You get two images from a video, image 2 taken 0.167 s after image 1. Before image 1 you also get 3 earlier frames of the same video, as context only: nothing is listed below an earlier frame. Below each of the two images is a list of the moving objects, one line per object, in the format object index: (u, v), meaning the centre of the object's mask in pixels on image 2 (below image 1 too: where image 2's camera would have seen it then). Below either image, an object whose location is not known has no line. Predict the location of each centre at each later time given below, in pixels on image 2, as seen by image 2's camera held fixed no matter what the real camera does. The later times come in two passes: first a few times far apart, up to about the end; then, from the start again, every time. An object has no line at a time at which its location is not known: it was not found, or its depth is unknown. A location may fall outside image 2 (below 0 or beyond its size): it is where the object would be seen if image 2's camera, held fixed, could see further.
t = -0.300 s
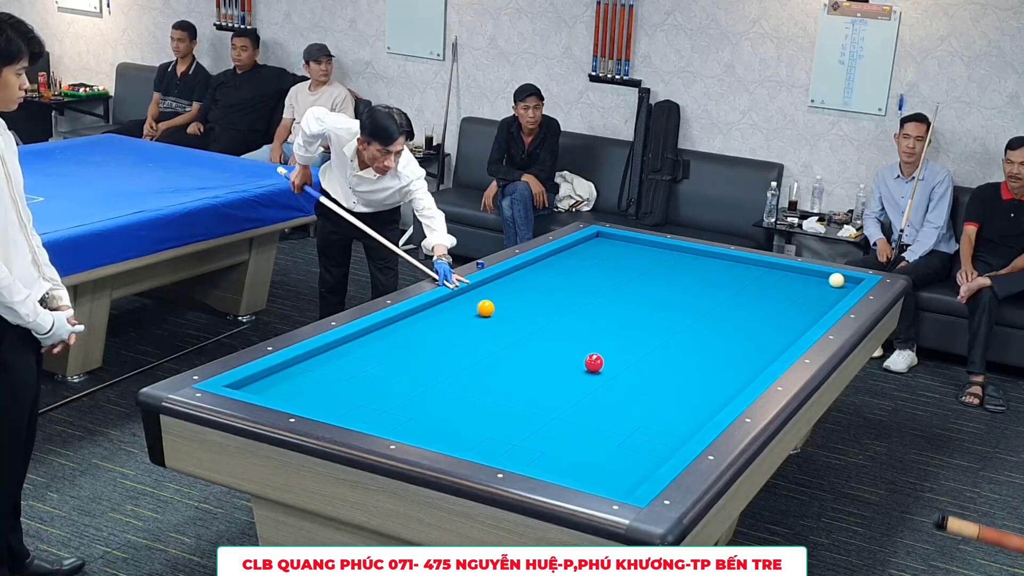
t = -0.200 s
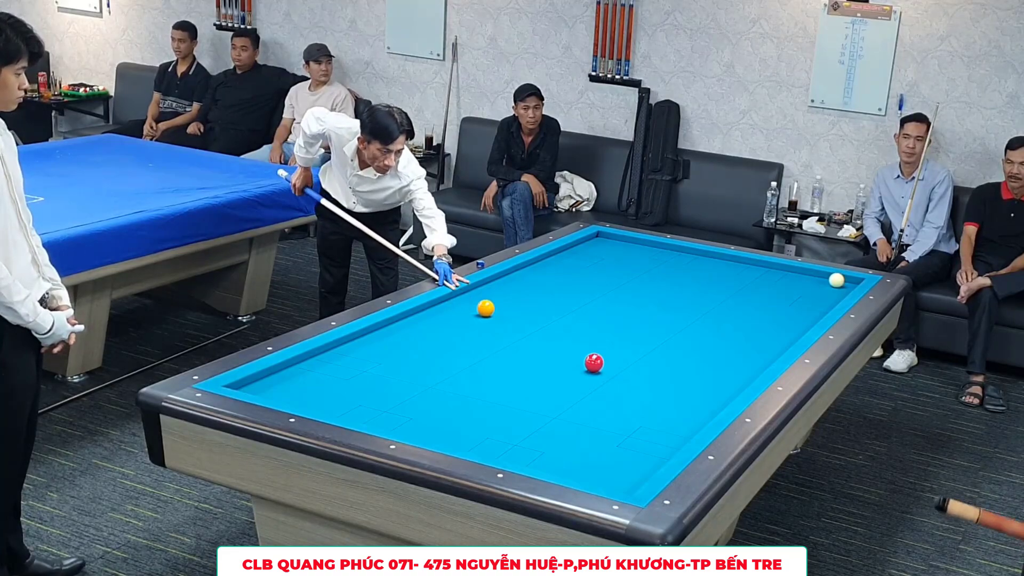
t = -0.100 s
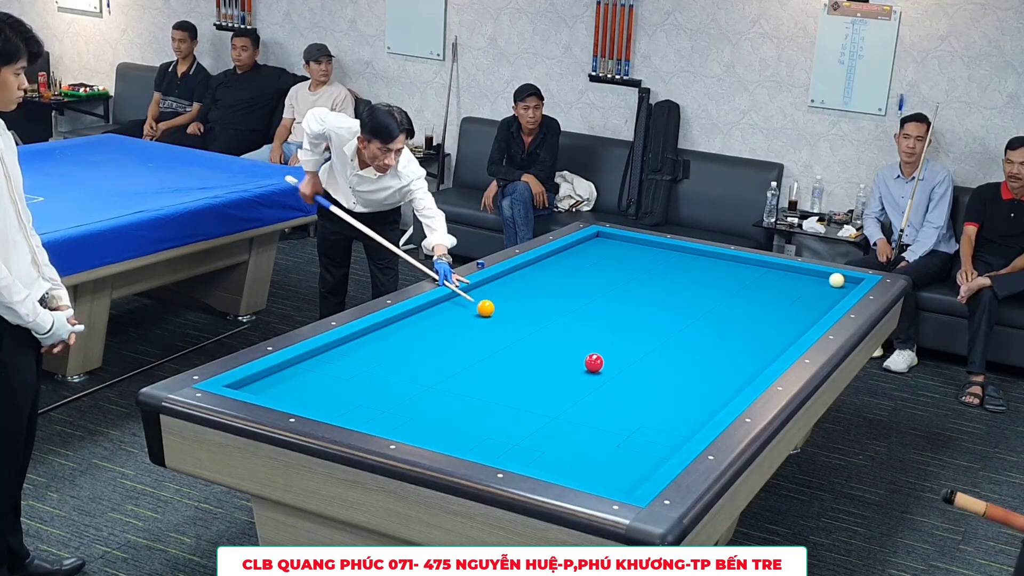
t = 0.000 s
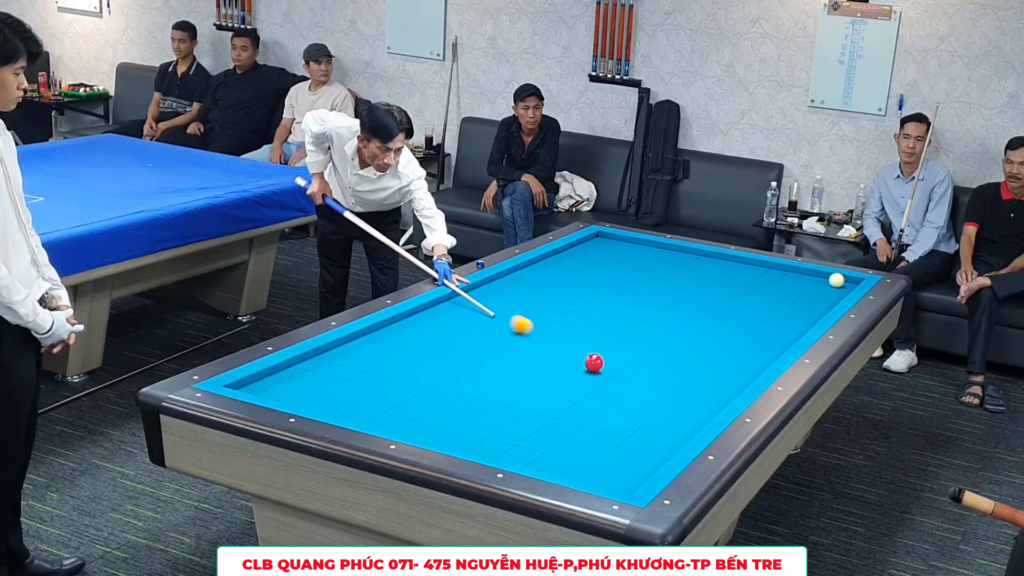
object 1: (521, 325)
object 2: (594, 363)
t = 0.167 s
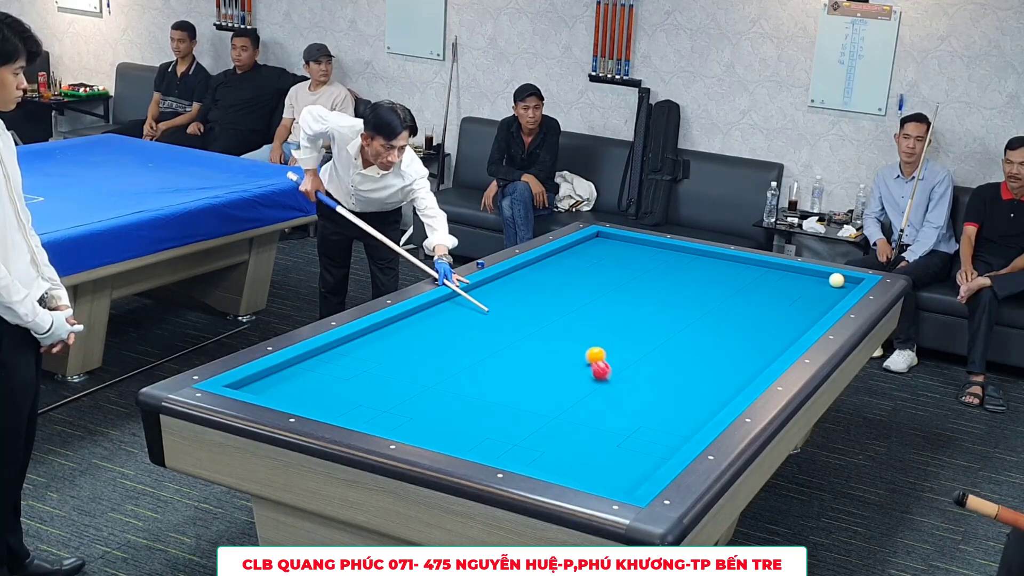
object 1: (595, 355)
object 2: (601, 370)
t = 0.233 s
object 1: (611, 355)
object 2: (616, 387)
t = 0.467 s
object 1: (650, 351)
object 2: (671, 447)
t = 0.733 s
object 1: (687, 345)
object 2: (560, 460)
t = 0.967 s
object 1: (716, 340)
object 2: (507, 443)
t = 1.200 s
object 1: (746, 336)
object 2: (477, 415)
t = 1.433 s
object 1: (773, 331)
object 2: (449, 390)
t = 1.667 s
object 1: (799, 327)
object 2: (423, 368)
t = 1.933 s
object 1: (808, 318)
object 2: (396, 345)
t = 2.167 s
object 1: (808, 308)
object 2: (383, 328)
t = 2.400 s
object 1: (809, 299)
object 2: (429, 325)
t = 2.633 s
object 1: (810, 291)
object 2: (470, 322)
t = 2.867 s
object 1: (811, 283)
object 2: (509, 319)
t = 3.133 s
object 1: (811, 275)
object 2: (551, 316)
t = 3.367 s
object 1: (801, 272)
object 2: (586, 313)
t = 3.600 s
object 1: (783, 273)
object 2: (620, 310)
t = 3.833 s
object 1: (765, 273)
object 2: (652, 308)
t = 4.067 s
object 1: (748, 274)
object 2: (682, 306)
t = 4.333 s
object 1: (729, 274)
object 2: (715, 303)
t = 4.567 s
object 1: (713, 275)
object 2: (743, 301)
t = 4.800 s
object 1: (696, 275)
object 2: (770, 299)
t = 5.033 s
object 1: (681, 276)
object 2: (796, 298)
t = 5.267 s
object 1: (665, 276)
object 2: (821, 296)
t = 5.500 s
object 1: (651, 277)
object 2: (842, 293)
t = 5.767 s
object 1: (634, 277)
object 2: (836, 288)
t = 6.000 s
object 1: (619, 278)
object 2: (830, 283)
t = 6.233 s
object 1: (606, 278)
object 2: (823, 281)
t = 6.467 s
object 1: (592, 278)
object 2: (816, 278)
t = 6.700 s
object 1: (579, 279)
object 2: (810, 276)
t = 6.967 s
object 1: (565, 279)
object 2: (803, 274)
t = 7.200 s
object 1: (553, 280)
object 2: (798, 273)
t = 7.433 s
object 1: (541, 280)
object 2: (793, 271)
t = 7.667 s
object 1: (529, 281)
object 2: (788, 270)
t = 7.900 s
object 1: (518, 281)
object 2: (784, 268)
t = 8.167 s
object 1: (506, 282)
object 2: (779, 267)
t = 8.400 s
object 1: (496, 282)
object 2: (776, 266)
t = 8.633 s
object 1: (488, 283)
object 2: (773, 265)
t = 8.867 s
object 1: (488, 284)
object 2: (770, 265)
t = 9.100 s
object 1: (488, 286)
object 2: (767, 265)
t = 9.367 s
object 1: (489, 288)
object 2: (765, 265)
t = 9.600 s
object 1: (489, 290)
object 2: (764, 265)
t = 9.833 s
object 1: (489, 291)
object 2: (764, 264)
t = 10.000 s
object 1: (489, 292)
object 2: (763, 264)
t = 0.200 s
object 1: (604, 356)
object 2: (608, 378)
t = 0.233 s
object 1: (611, 355)
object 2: (616, 387)
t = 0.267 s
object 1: (618, 355)
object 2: (624, 396)
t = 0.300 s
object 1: (625, 355)
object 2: (632, 404)
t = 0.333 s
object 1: (630, 354)
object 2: (640, 413)
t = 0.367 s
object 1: (636, 353)
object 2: (648, 422)
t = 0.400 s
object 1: (641, 353)
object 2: (656, 431)
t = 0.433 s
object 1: (645, 352)
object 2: (665, 440)
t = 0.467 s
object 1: (650, 351)
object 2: (671, 447)
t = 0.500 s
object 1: (655, 350)
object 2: (659, 450)
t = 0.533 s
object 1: (660, 350)
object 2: (643, 451)
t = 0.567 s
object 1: (664, 349)
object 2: (628, 452)
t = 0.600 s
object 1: (669, 348)
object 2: (613, 453)
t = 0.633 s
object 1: (673, 347)
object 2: (599, 454)
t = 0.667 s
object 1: (678, 347)
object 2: (586, 456)
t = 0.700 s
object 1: (682, 346)
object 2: (573, 458)
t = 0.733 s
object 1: (687, 345)
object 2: (560, 460)
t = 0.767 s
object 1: (691, 344)
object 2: (547, 461)
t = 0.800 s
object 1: (695, 344)
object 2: (535, 461)
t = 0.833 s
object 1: (700, 343)
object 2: (526, 460)
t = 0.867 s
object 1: (704, 343)
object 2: (521, 456)
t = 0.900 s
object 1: (708, 342)
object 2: (516, 452)
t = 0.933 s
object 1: (712, 341)
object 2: (512, 447)
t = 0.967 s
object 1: (716, 340)
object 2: (507, 443)
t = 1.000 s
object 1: (721, 340)
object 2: (503, 439)
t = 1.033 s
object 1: (725, 339)
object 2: (499, 434)
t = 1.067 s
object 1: (729, 338)
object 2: (494, 431)
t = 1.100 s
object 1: (733, 338)
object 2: (490, 427)
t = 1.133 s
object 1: (738, 337)
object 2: (485, 423)
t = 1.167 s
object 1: (742, 336)
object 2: (481, 419)
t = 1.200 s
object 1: (746, 336)
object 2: (477, 415)
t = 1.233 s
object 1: (750, 335)
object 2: (473, 412)
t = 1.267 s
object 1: (754, 334)
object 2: (469, 408)
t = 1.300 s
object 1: (758, 334)
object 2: (464, 404)
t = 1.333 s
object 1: (761, 333)
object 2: (460, 401)
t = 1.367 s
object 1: (765, 333)
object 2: (456, 397)
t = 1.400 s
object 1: (769, 332)
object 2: (452, 394)
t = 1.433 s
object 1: (773, 331)
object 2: (449, 390)
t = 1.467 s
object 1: (777, 331)
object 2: (445, 387)
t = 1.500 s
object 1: (781, 330)
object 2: (441, 384)
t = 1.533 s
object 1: (784, 330)
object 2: (437, 381)
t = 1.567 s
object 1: (788, 329)
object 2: (433, 378)
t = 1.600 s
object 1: (792, 329)
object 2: (430, 374)
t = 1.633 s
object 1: (795, 328)
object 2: (426, 371)
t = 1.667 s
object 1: (799, 327)
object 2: (423, 368)
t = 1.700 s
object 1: (802, 326)
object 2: (419, 365)
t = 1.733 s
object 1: (805, 325)
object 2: (416, 362)
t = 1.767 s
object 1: (807, 324)
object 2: (412, 359)
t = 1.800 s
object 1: (807, 323)
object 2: (409, 356)
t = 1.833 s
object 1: (807, 322)
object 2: (406, 353)
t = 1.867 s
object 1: (807, 320)
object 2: (402, 351)
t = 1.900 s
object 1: (807, 319)
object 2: (399, 348)
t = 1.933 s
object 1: (808, 318)
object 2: (396, 345)
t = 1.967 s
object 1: (808, 316)
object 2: (393, 342)
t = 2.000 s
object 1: (808, 315)
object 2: (390, 340)
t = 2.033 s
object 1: (808, 314)
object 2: (387, 337)
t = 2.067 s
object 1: (808, 312)
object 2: (384, 334)
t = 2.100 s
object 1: (808, 311)
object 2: (381, 332)
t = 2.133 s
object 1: (808, 309)
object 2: (378, 329)
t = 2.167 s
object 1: (808, 308)
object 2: (383, 328)
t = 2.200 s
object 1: (809, 307)
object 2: (390, 328)
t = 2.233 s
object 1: (809, 305)
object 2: (398, 328)
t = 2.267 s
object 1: (809, 304)
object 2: (404, 327)
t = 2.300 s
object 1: (809, 303)
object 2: (410, 327)
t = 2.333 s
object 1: (809, 302)
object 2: (417, 326)
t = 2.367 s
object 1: (809, 300)
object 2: (423, 326)
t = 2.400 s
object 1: (809, 299)
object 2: (429, 325)
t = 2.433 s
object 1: (809, 298)
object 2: (435, 325)
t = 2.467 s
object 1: (809, 297)
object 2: (441, 324)
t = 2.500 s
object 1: (810, 296)
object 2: (447, 324)
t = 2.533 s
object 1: (810, 295)
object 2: (453, 324)
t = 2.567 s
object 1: (810, 293)
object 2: (459, 323)
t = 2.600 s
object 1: (810, 292)
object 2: (464, 323)
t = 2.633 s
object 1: (810, 291)
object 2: (470, 322)
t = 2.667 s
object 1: (810, 290)
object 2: (476, 322)
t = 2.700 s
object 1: (810, 289)
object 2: (481, 321)
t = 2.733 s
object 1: (810, 288)
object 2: (487, 321)
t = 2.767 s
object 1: (810, 286)
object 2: (493, 320)
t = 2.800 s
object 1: (810, 285)
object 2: (498, 320)
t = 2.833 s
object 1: (811, 284)
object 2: (503, 319)
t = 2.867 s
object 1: (811, 283)
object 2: (509, 319)
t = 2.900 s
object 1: (811, 282)
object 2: (514, 319)
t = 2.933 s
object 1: (811, 281)
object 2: (520, 318)
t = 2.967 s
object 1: (811, 280)
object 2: (525, 318)
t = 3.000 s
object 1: (811, 279)
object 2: (531, 317)
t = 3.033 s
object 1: (811, 278)
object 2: (536, 317)
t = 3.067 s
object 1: (811, 277)
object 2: (541, 316)
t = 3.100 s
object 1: (811, 276)
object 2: (546, 316)
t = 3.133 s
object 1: (811, 275)
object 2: (551, 316)
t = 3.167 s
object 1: (811, 274)
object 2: (556, 315)
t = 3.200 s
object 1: (811, 273)
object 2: (561, 315)
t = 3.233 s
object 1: (811, 272)
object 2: (566, 314)
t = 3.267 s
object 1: (809, 272)
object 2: (572, 314)
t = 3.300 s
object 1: (806, 272)
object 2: (576, 314)
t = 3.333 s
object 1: (803, 272)
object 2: (581, 313)
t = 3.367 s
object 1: (801, 272)
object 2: (586, 313)
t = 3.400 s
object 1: (798, 273)
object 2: (591, 313)
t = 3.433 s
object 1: (795, 273)
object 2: (596, 312)
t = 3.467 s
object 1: (793, 273)
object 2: (601, 312)
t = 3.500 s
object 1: (790, 273)
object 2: (605, 311)
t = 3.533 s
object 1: (788, 273)
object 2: (610, 311)
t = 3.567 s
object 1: (785, 273)
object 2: (615, 311)
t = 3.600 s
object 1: (783, 273)
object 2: (620, 310)
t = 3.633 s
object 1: (780, 273)
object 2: (624, 310)
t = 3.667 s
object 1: (778, 273)
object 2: (629, 310)
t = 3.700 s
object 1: (775, 273)
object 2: (633, 310)
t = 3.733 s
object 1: (773, 273)
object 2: (638, 309)
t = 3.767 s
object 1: (770, 273)
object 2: (643, 308)
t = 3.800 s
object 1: (768, 273)
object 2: (647, 308)
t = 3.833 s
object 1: (765, 273)
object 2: (652, 308)
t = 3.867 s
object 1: (763, 273)
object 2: (656, 308)
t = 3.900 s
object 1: (760, 273)
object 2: (660, 307)
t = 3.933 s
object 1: (758, 274)
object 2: (665, 307)
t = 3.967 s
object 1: (755, 274)
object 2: (669, 307)
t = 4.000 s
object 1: (753, 274)
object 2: (673, 306)
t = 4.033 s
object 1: (751, 274)
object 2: (678, 306)
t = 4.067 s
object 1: (748, 274)
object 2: (682, 306)
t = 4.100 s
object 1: (746, 274)
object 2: (686, 305)
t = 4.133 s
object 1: (743, 274)
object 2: (691, 305)
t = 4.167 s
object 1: (741, 274)
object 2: (695, 305)
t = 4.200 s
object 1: (739, 274)
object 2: (699, 304)
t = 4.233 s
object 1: (736, 274)
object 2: (703, 304)
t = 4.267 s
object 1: (734, 274)
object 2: (707, 304)
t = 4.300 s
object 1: (732, 274)
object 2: (711, 303)
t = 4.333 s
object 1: (729, 274)
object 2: (715, 303)
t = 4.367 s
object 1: (727, 275)
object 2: (719, 303)
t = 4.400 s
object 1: (724, 275)
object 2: (723, 303)
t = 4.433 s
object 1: (722, 275)
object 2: (727, 302)
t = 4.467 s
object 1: (719, 275)
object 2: (731, 302)
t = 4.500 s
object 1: (717, 275)
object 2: (736, 302)
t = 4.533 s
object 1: (715, 275)
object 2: (739, 301)
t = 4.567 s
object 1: (713, 275)
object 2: (743, 301)
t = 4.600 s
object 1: (710, 275)
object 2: (747, 301)
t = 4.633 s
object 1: (708, 275)
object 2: (751, 301)
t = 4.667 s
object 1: (706, 275)
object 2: (755, 300)
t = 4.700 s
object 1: (704, 275)
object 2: (759, 300)
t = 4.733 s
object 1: (701, 275)
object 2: (763, 300)
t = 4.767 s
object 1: (699, 275)
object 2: (766, 299)
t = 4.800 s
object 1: (696, 275)
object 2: (770, 299)
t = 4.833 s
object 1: (694, 276)
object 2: (774, 299)
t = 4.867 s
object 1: (692, 276)
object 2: (777, 299)
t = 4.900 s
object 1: (690, 276)
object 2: (781, 299)
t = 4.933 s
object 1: (687, 276)
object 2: (785, 298)
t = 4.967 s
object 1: (685, 276)
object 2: (789, 298)
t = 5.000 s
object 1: (683, 276)
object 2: (792, 298)
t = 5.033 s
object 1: (681, 276)
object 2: (796, 298)
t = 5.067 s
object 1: (678, 276)
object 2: (799, 297)
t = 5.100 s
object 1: (676, 276)
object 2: (803, 297)
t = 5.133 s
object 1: (674, 276)
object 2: (807, 297)
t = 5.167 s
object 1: (672, 276)
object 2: (810, 296)
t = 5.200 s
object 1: (670, 276)
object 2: (814, 296)
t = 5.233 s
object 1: (668, 276)
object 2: (817, 296)
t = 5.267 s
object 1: (665, 276)
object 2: (821, 296)
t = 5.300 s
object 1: (663, 276)
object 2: (824, 295)
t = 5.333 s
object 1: (661, 276)
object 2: (828, 295)
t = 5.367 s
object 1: (659, 277)
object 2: (831, 295)
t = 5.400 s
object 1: (657, 277)
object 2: (835, 295)
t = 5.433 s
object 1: (655, 277)
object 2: (838, 294)
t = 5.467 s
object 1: (653, 277)
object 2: (841, 293)
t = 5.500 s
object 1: (651, 277)
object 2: (842, 293)
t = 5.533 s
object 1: (648, 277)
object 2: (841, 292)
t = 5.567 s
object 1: (646, 277)
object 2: (840, 292)
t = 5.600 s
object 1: (644, 277)
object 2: (840, 291)
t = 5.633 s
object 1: (642, 277)
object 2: (839, 291)
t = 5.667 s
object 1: (640, 277)
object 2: (838, 290)
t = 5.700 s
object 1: (638, 277)
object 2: (838, 289)
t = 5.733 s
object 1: (636, 277)
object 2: (837, 288)
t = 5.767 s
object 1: (634, 277)
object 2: (836, 288)
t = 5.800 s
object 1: (632, 277)
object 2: (835, 287)
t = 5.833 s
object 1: (629, 277)
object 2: (834, 286)
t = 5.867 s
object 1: (627, 277)
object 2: (834, 286)
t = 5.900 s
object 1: (625, 278)
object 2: (833, 285)
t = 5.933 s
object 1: (623, 278)
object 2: (832, 284)
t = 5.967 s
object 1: (621, 278)
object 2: (831, 284)
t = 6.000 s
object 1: (619, 278)
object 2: (830, 283)
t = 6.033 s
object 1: (617, 278)
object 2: (829, 283)
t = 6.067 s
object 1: (615, 278)
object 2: (828, 283)
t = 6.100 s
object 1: (613, 278)
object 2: (827, 282)
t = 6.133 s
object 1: (611, 278)
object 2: (826, 282)
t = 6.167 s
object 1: (609, 278)
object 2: (825, 281)
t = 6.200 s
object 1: (607, 278)
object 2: (824, 281)
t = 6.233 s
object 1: (606, 278)
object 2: (823, 281)
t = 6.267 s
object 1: (604, 278)
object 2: (822, 280)
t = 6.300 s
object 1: (602, 278)
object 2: (821, 280)
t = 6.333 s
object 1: (600, 278)
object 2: (820, 280)
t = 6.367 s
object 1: (598, 278)
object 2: (819, 279)
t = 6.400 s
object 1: (596, 279)
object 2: (818, 279)
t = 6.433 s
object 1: (594, 278)
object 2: (817, 279)
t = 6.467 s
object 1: (592, 278)
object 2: (816, 278)
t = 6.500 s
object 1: (590, 279)
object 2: (815, 278)
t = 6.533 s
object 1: (588, 279)
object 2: (814, 278)
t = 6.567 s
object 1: (587, 279)
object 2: (813, 278)
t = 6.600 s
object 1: (585, 279)
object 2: (812, 277)
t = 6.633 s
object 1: (583, 279)
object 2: (811, 277)
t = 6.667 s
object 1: (581, 279)
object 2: (810, 277)
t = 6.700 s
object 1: (579, 279)
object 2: (810, 276)
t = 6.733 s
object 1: (577, 279)
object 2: (809, 276)
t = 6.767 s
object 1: (575, 279)
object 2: (808, 276)
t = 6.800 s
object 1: (574, 279)
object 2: (807, 276)
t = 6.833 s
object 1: (572, 279)
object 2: (806, 275)
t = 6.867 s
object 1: (570, 279)
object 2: (805, 275)
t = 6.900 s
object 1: (568, 279)
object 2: (804, 275)
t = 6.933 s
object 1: (566, 279)
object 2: (804, 274)
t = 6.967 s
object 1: (565, 279)
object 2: (803, 274)
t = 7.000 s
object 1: (563, 279)
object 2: (802, 274)
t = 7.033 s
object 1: (561, 280)
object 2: (801, 274)
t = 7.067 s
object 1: (560, 280)
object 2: (801, 274)
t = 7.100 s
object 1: (558, 280)
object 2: (800, 273)
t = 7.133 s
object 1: (556, 280)
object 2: (799, 273)
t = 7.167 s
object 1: (554, 280)
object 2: (798, 273)
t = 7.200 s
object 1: (553, 280)
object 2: (798, 273)
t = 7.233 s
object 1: (551, 280)
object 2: (797, 272)
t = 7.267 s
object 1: (549, 280)
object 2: (796, 272)
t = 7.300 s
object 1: (548, 280)
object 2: (795, 272)
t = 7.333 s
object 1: (546, 280)
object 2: (795, 272)
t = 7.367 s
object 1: (544, 280)
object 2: (794, 271)
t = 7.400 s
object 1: (543, 280)
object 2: (793, 271)
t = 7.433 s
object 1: (541, 280)
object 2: (793, 271)
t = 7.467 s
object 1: (539, 280)
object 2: (792, 271)
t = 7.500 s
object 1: (538, 280)
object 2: (791, 271)
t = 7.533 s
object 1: (536, 281)
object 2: (791, 270)
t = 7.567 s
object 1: (534, 281)
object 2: (790, 270)
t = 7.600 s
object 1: (533, 281)
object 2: (789, 270)
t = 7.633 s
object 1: (531, 281)
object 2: (788, 270)
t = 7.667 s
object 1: (529, 281)
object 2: (788, 270)
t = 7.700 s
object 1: (528, 281)
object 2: (787, 270)
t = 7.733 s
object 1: (526, 281)
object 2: (787, 269)
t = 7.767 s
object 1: (525, 281)
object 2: (786, 269)
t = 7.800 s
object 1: (523, 281)
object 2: (785, 269)
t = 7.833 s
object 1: (522, 281)
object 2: (785, 268)
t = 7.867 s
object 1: (520, 281)
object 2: (784, 268)
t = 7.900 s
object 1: (518, 281)
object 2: (784, 268)
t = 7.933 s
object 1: (517, 281)
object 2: (783, 268)
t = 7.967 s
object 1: (516, 281)
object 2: (782, 268)
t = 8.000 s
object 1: (514, 281)
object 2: (782, 267)
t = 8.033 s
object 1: (512, 281)
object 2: (781, 267)
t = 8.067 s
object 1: (511, 282)
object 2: (781, 267)
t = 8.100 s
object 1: (509, 282)
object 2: (780, 267)
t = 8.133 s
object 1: (508, 282)
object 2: (780, 267)
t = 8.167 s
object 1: (506, 282)
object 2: (779, 267)
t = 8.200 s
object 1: (505, 282)
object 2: (778, 267)
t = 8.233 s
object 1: (504, 282)
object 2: (778, 266)
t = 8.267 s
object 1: (502, 282)
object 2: (777, 266)
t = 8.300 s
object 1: (500, 282)
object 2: (777, 266)
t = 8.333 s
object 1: (499, 282)
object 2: (777, 266)
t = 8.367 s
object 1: (498, 282)
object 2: (776, 266)
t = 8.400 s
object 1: (496, 282)
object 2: (776, 266)
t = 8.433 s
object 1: (495, 282)
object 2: (775, 266)
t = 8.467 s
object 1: (494, 282)
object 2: (775, 266)
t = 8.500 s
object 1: (492, 282)
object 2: (774, 266)
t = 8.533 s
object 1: (491, 282)
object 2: (774, 266)
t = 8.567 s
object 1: (489, 282)
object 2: (773, 266)
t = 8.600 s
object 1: (488, 282)
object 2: (773, 265)
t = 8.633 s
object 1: (488, 283)
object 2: (773, 265)
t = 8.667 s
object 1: (488, 283)
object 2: (772, 265)
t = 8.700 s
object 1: (488, 283)
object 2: (772, 265)
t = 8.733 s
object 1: (488, 283)
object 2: (771, 265)
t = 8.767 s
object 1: (488, 284)
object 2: (771, 265)
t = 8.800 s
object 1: (488, 284)
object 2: (770, 265)
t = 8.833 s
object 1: (488, 284)
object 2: (770, 265)
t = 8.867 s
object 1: (488, 284)
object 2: (770, 265)
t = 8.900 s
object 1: (488, 285)
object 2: (769, 265)
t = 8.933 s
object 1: (488, 285)
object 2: (769, 265)
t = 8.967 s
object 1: (488, 285)
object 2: (769, 265)
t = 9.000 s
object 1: (488, 286)
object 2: (768, 265)
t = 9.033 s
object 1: (488, 286)
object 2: (768, 265)
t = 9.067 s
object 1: (488, 286)
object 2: (768, 265)
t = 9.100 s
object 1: (488, 286)
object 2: (767, 265)
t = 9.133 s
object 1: (488, 287)
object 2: (767, 265)
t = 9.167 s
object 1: (488, 287)
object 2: (767, 265)
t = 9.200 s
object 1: (488, 287)
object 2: (766, 265)
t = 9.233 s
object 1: (489, 287)
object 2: (766, 265)
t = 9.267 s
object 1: (489, 287)
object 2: (766, 265)
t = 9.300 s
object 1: (489, 288)
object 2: (766, 265)
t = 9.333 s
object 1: (489, 288)
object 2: (765, 265)
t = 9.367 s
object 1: (489, 288)
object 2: (765, 265)
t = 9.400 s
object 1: (489, 289)
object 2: (765, 265)
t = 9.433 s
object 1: (489, 289)
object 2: (765, 265)
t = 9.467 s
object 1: (489, 289)
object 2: (765, 265)
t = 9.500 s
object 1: (489, 289)
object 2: (765, 265)
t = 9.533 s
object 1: (489, 290)
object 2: (765, 265)
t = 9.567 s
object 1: (489, 290)
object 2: (764, 265)
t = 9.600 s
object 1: (489, 290)
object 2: (764, 265)
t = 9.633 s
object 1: (489, 290)
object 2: (764, 265)
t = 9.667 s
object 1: (489, 290)
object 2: (764, 265)
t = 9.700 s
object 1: (489, 291)
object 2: (764, 265)
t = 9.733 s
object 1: (489, 291)
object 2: (764, 265)
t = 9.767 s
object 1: (489, 291)
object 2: (764, 264)
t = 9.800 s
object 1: (489, 291)
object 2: (764, 264)
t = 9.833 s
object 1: (489, 291)
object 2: (764, 264)
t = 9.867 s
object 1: (489, 291)
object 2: (763, 264)
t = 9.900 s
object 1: (489, 292)
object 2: (763, 264)
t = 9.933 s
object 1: (489, 292)
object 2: (763, 264)
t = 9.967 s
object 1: (489, 292)
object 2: (763, 264)
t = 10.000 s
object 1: (489, 292)
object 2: (763, 264)
